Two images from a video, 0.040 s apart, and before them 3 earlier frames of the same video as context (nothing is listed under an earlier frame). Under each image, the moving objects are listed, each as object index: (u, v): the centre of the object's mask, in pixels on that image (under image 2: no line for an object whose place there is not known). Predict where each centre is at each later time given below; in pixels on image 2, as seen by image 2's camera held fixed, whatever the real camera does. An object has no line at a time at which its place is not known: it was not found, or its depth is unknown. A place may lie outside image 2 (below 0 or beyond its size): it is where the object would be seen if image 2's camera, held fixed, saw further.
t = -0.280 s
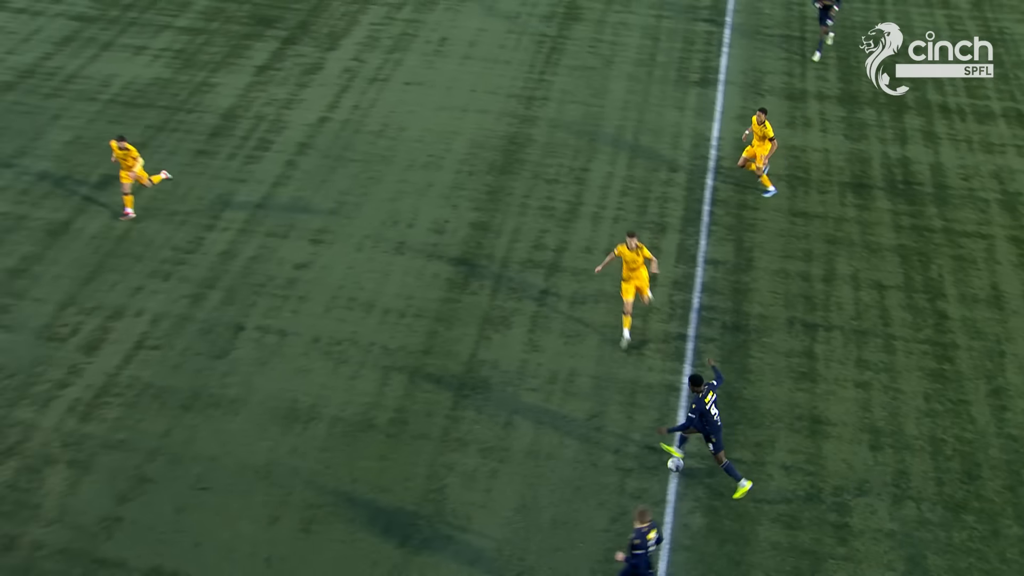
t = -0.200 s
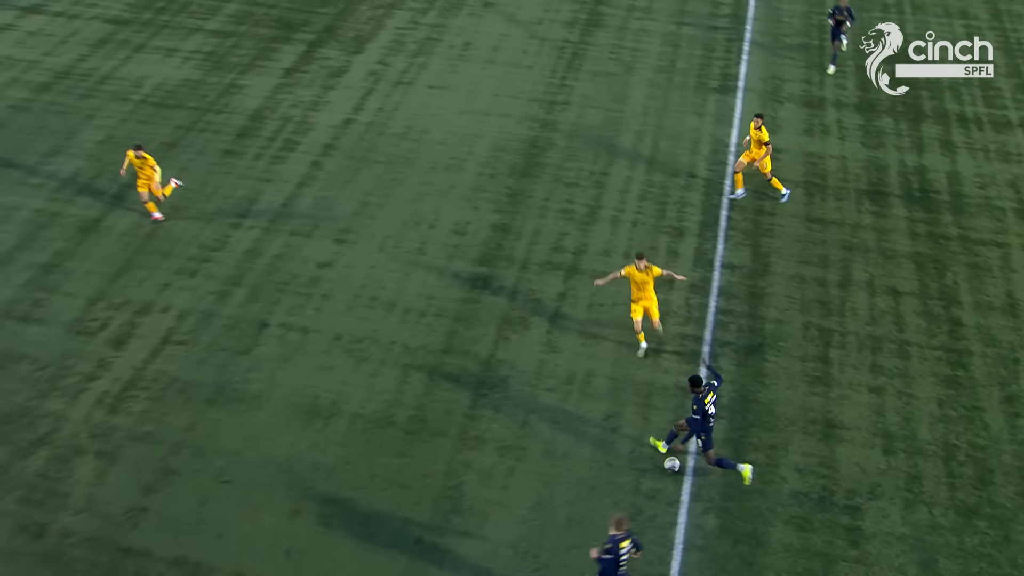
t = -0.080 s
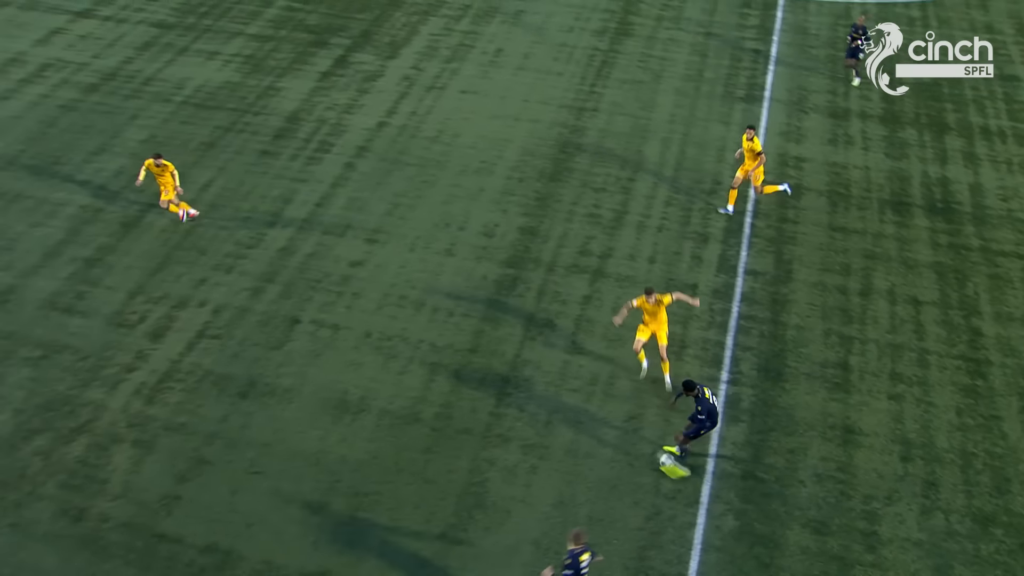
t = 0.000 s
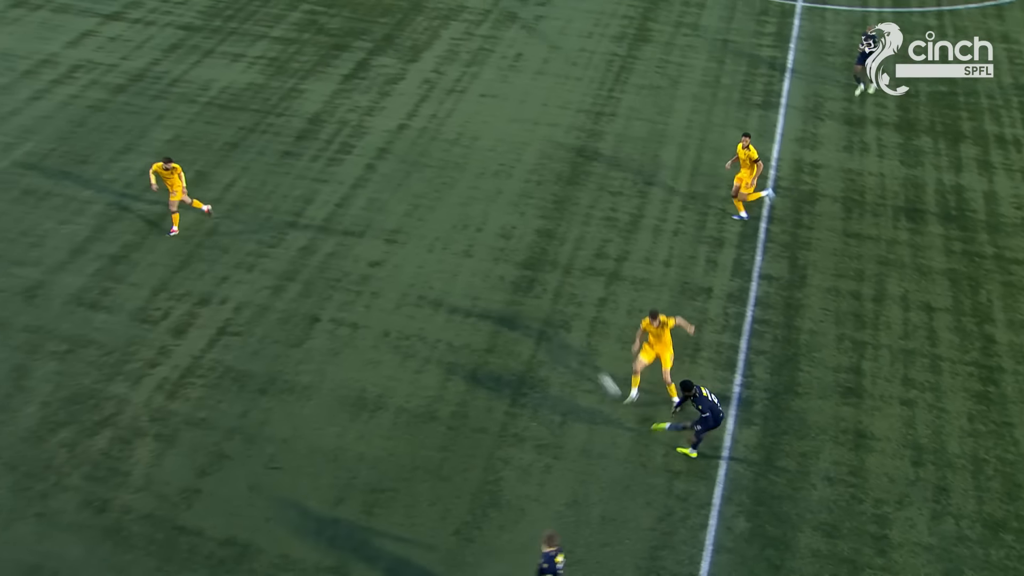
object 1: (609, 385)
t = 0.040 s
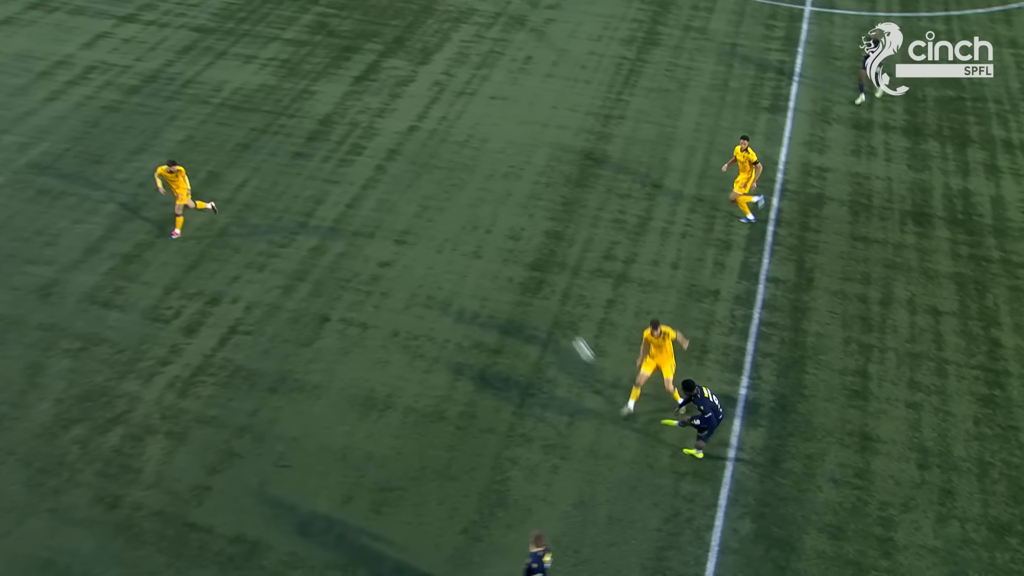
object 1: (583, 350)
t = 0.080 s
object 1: (551, 315)
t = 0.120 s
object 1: (523, 283)
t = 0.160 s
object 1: (496, 253)
